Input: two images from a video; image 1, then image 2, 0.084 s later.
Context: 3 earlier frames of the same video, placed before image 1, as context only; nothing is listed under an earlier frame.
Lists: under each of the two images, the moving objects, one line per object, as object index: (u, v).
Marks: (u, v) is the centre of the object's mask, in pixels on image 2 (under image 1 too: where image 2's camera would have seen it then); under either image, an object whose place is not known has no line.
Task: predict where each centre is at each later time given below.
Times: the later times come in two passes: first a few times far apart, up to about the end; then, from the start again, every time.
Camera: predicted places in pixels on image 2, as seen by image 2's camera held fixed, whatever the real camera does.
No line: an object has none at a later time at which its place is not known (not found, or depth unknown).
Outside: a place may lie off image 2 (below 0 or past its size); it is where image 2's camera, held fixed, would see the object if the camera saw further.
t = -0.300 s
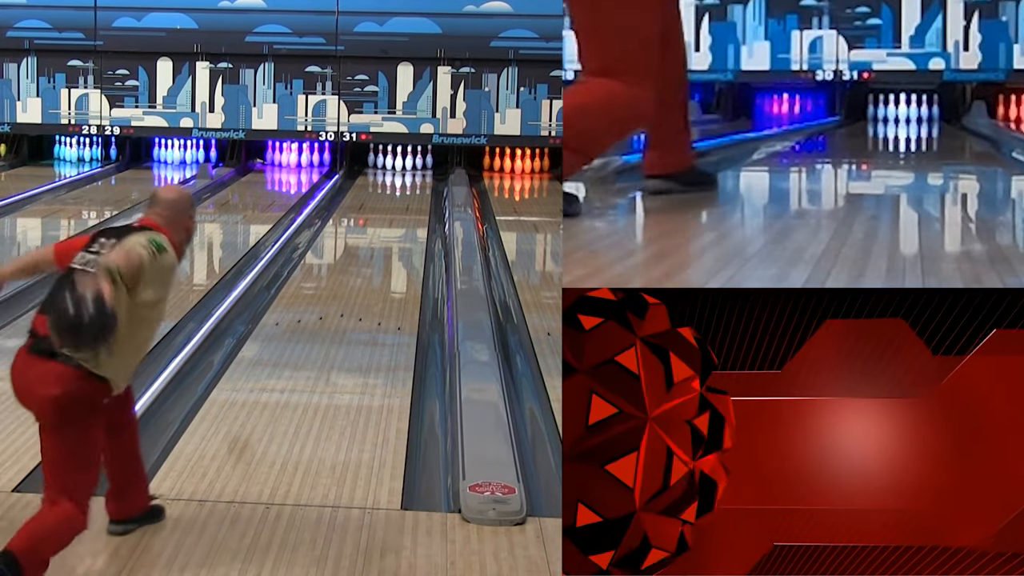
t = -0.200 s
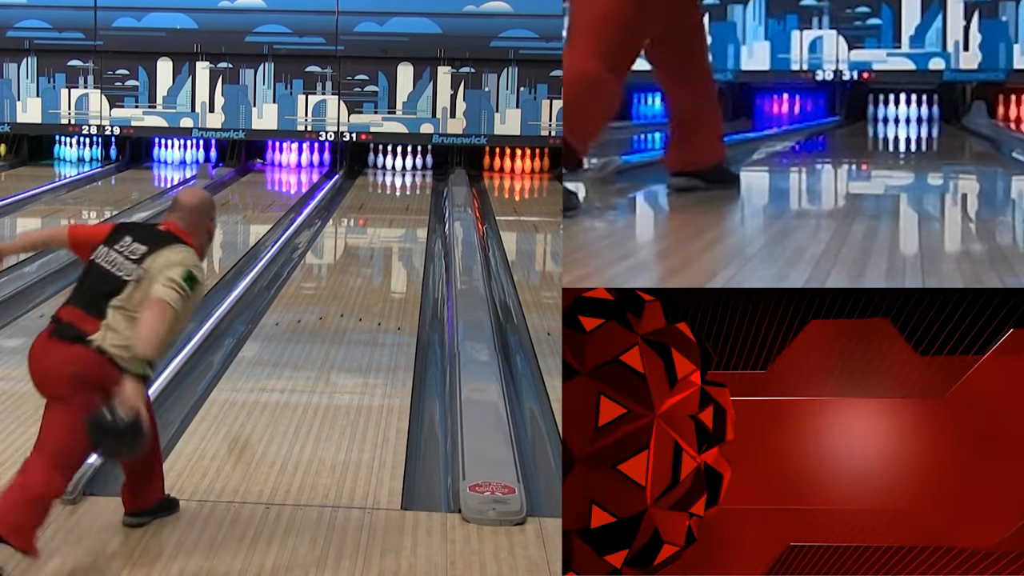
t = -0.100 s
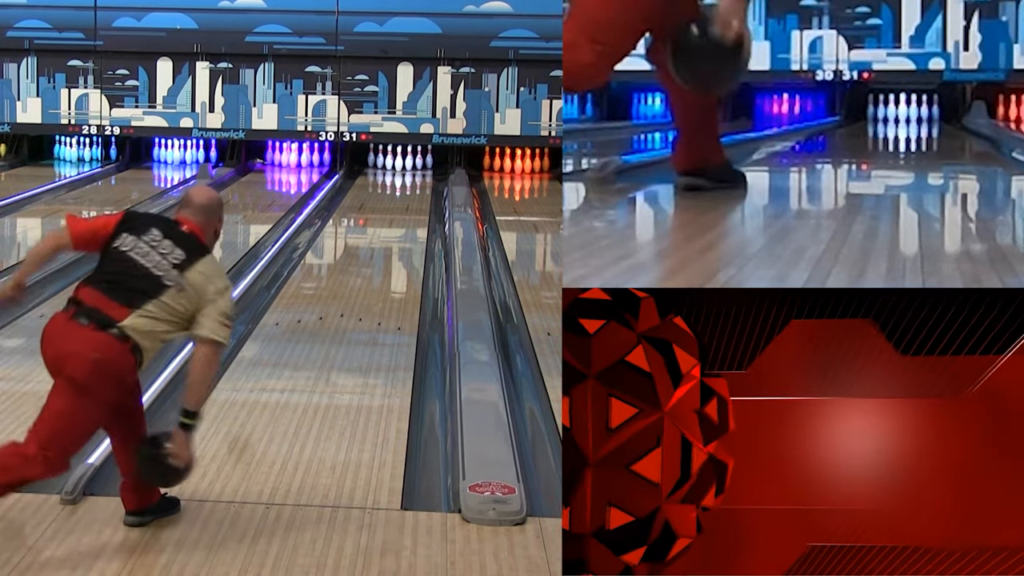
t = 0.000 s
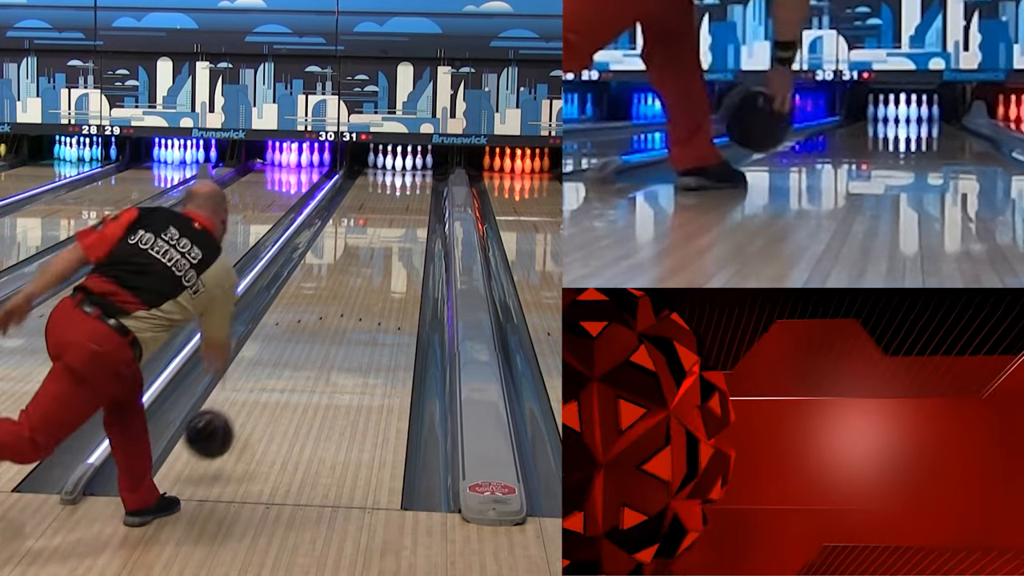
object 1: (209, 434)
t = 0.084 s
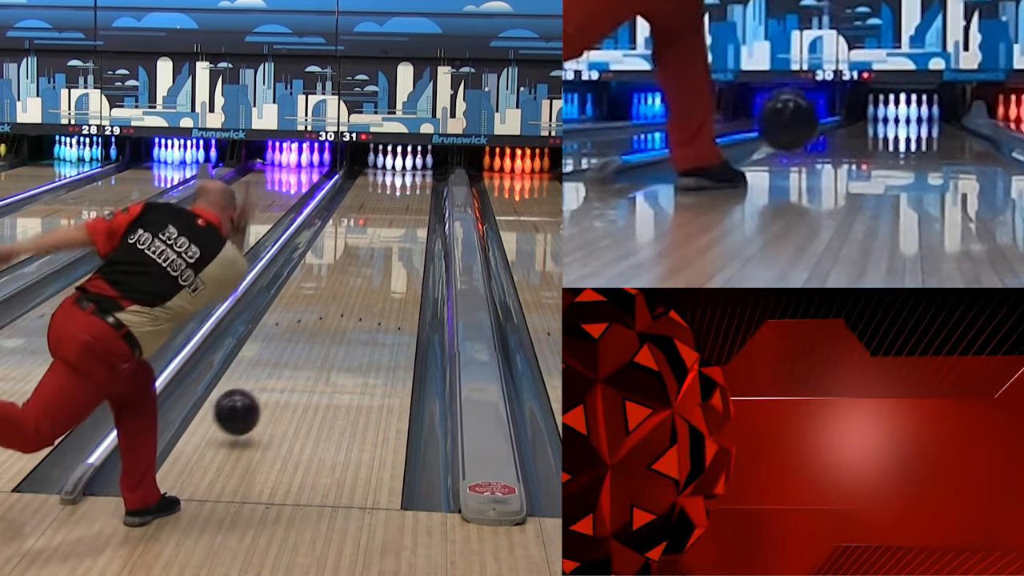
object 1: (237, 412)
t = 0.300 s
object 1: (292, 359)
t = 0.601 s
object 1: (342, 300)
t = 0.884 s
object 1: (373, 262)
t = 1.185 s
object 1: (394, 234)
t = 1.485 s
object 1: (408, 212)
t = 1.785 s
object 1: (413, 195)
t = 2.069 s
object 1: (412, 183)
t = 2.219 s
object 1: (408, 177)
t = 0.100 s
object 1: (242, 409)
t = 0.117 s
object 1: (247, 408)
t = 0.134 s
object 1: (252, 405)
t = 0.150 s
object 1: (256, 399)
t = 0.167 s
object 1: (261, 393)
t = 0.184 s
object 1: (265, 388)
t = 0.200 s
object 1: (269, 384)
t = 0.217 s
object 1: (273, 380)
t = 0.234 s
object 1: (277, 375)
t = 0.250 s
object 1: (281, 371)
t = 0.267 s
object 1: (285, 367)
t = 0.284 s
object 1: (289, 363)
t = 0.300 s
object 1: (292, 359)
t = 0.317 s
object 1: (296, 355)
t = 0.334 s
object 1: (299, 351)
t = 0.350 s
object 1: (302, 347)
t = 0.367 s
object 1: (305, 343)
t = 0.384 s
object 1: (309, 340)
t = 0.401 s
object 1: (312, 336)
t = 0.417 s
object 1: (315, 333)
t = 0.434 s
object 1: (317, 329)
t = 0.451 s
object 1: (320, 326)
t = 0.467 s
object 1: (323, 323)
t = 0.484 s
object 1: (325, 320)
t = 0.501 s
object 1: (328, 317)
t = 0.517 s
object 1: (330, 314)
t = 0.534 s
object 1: (333, 311)
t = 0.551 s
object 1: (335, 308)
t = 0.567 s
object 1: (338, 306)
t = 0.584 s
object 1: (340, 303)
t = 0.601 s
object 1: (342, 300)
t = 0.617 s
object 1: (344, 298)
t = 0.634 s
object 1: (346, 295)
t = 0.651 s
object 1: (348, 293)
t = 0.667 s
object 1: (350, 290)
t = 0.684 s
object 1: (352, 288)
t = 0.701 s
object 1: (354, 286)
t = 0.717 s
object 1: (356, 283)
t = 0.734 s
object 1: (358, 281)
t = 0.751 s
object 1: (360, 279)
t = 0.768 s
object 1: (361, 277)
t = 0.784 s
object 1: (363, 274)
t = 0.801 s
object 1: (365, 272)
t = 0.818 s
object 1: (366, 270)
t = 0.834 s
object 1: (368, 268)
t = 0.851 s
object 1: (369, 266)
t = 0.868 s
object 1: (371, 264)
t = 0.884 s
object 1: (373, 262)
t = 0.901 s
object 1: (374, 260)
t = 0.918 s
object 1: (375, 259)
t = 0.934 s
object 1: (377, 257)
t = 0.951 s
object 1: (378, 255)
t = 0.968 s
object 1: (380, 253)
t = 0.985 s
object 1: (381, 251)
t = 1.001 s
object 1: (382, 250)
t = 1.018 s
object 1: (384, 248)
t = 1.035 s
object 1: (385, 247)
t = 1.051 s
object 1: (386, 245)
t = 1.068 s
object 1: (387, 243)
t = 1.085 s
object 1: (388, 242)
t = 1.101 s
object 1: (389, 241)
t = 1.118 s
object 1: (390, 239)
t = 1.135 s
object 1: (391, 238)
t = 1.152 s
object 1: (392, 236)
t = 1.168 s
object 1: (393, 235)
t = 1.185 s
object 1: (394, 234)
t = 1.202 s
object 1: (395, 232)
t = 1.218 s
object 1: (396, 231)
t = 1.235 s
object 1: (397, 229)
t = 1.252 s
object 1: (398, 228)
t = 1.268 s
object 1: (399, 227)
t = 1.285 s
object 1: (399, 226)
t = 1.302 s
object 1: (400, 224)
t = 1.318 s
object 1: (401, 223)
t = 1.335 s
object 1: (402, 222)
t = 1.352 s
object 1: (402, 221)
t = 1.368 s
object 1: (403, 220)
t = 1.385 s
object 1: (404, 219)
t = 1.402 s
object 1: (405, 217)
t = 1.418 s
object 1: (405, 216)
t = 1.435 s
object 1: (406, 215)
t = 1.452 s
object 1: (407, 214)
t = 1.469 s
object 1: (407, 213)
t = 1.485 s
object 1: (408, 212)
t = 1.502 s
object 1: (408, 210)
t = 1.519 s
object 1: (409, 209)
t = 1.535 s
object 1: (409, 209)
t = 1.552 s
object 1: (410, 208)
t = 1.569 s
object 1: (410, 207)
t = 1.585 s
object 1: (411, 206)
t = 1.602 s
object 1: (411, 205)
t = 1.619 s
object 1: (411, 204)
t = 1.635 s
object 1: (412, 203)
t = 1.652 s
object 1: (412, 202)
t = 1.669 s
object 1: (412, 201)
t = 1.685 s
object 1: (413, 200)
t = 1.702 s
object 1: (413, 199)
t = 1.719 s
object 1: (413, 199)
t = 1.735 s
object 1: (413, 198)
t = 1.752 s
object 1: (413, 197)
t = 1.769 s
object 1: (414, 196)
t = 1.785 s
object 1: (413, 195)
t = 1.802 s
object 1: (414, 194)
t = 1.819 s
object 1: (414, 194)
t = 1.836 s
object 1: (414, 193)
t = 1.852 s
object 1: (414, 192)
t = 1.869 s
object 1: (414, 191)
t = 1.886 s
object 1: (414, 190)
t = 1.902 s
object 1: (414, 190)
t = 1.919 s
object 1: (414, 189)
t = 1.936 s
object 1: (414, 188)
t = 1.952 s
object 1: (413, 188)
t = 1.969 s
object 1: (413, 187)
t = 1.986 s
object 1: (413, 186)
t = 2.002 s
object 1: (413, 186)
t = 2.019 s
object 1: (412, 185)
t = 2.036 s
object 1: (412, 184)
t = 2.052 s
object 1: (412, 184)
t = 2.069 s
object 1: (412, 183)
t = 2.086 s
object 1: (411, 182)
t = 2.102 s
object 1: (411, 181)
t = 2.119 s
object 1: (411, 181)
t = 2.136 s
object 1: (410, 180)
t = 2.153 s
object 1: (409, 180)
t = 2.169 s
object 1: (409, 179)
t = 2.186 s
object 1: (409, 179)
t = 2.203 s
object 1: (408, 178)
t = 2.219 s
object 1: (408, 177)
